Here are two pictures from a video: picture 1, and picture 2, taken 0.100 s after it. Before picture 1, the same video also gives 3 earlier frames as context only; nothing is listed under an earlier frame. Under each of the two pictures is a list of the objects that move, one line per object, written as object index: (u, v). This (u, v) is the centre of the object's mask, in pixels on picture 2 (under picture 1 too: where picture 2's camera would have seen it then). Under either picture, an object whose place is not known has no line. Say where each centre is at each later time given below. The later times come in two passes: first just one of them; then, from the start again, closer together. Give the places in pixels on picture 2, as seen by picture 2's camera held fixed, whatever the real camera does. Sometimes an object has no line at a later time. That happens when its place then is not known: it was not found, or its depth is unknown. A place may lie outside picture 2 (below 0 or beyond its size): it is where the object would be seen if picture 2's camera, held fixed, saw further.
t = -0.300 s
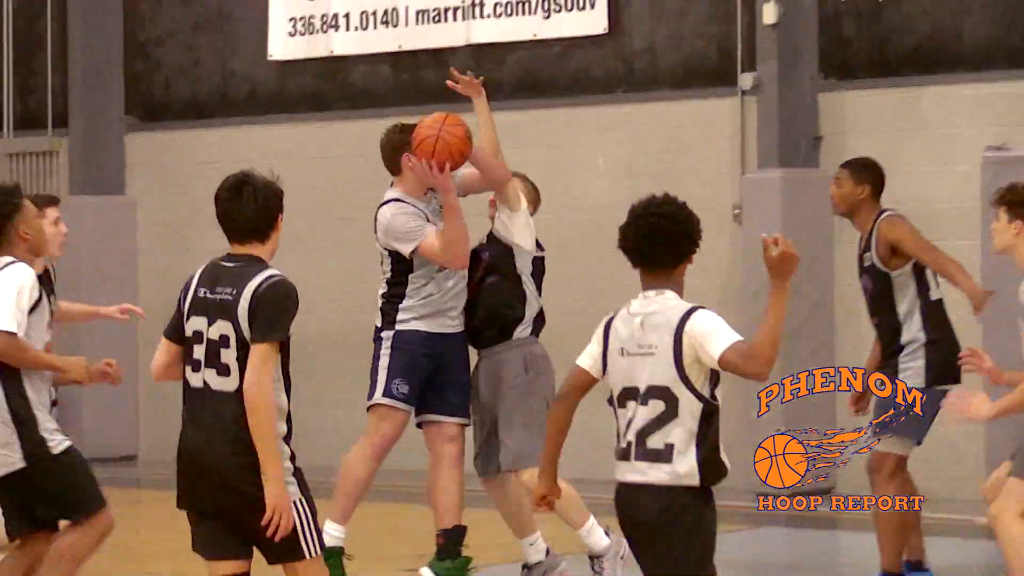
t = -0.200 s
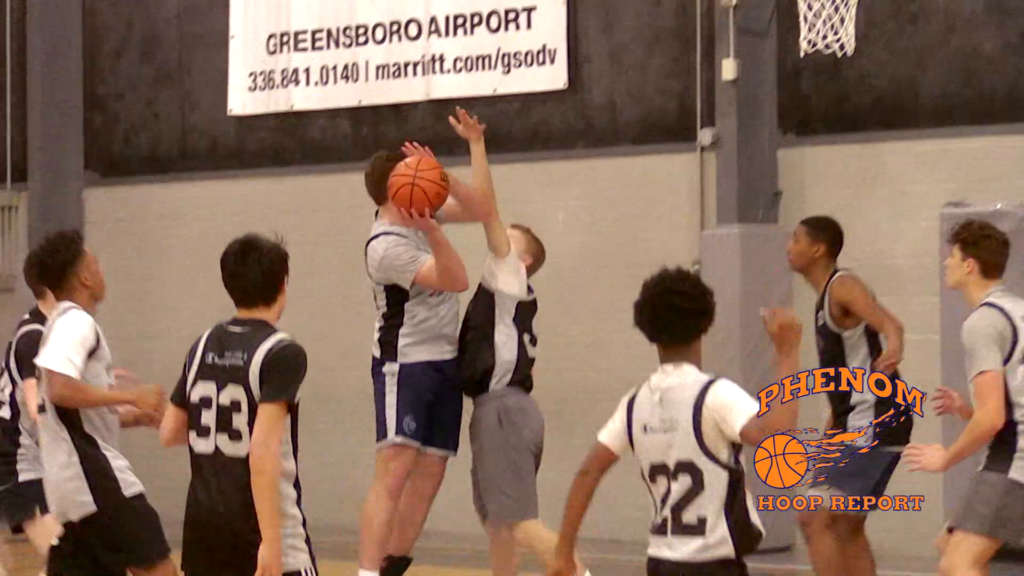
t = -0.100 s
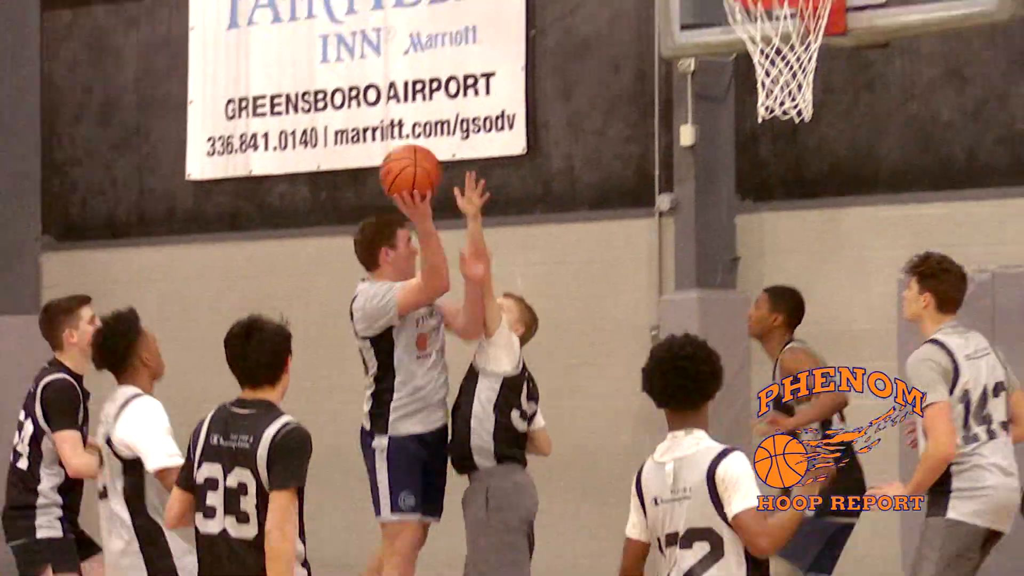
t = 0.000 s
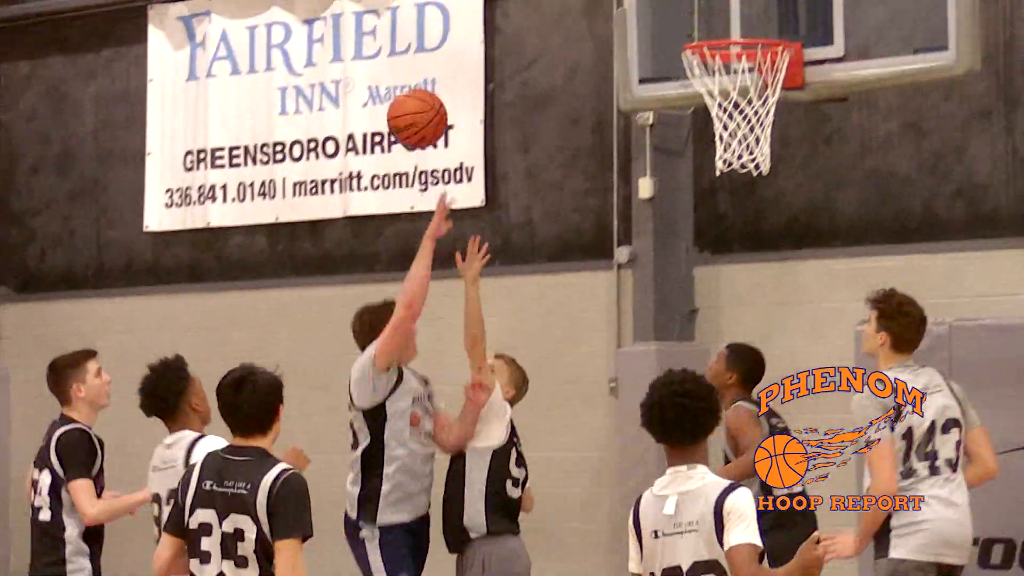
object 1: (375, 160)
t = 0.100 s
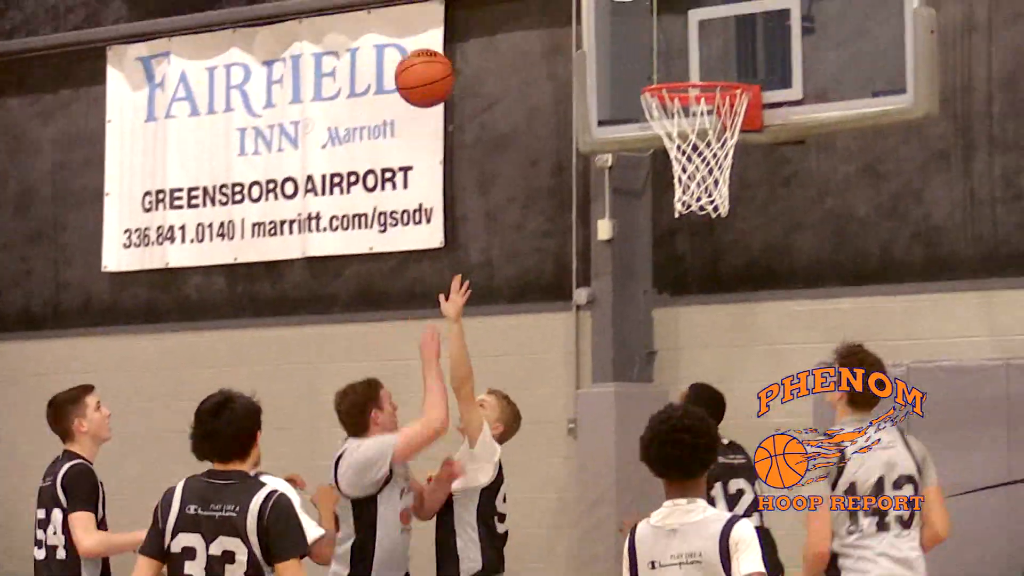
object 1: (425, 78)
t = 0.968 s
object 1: (728, 164)
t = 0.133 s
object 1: (440, 57)
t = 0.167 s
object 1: (456, 38)
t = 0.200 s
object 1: (471, 22)
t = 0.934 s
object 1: (726, 155)
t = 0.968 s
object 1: (728, 164)
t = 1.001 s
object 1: (728, 171)
